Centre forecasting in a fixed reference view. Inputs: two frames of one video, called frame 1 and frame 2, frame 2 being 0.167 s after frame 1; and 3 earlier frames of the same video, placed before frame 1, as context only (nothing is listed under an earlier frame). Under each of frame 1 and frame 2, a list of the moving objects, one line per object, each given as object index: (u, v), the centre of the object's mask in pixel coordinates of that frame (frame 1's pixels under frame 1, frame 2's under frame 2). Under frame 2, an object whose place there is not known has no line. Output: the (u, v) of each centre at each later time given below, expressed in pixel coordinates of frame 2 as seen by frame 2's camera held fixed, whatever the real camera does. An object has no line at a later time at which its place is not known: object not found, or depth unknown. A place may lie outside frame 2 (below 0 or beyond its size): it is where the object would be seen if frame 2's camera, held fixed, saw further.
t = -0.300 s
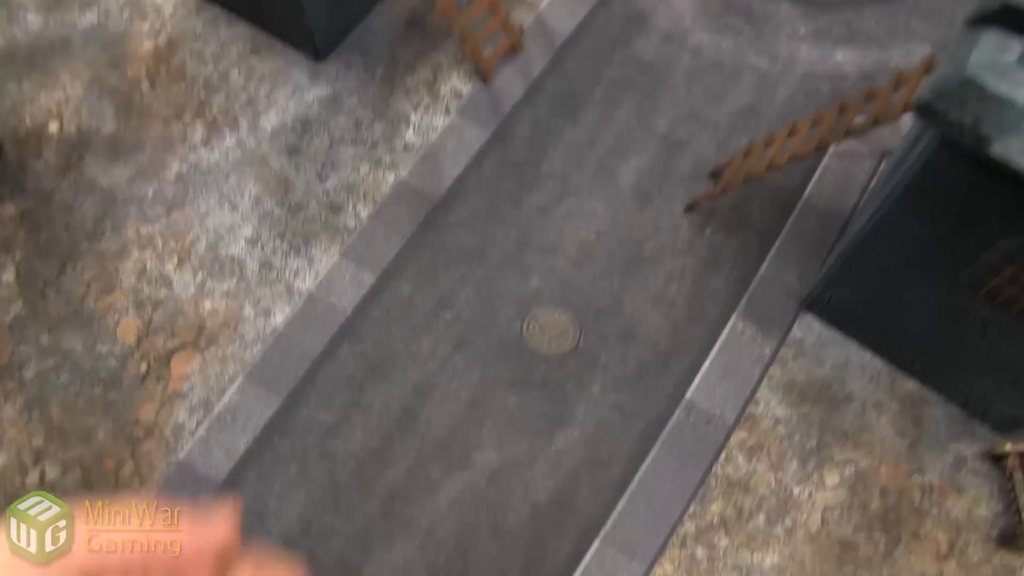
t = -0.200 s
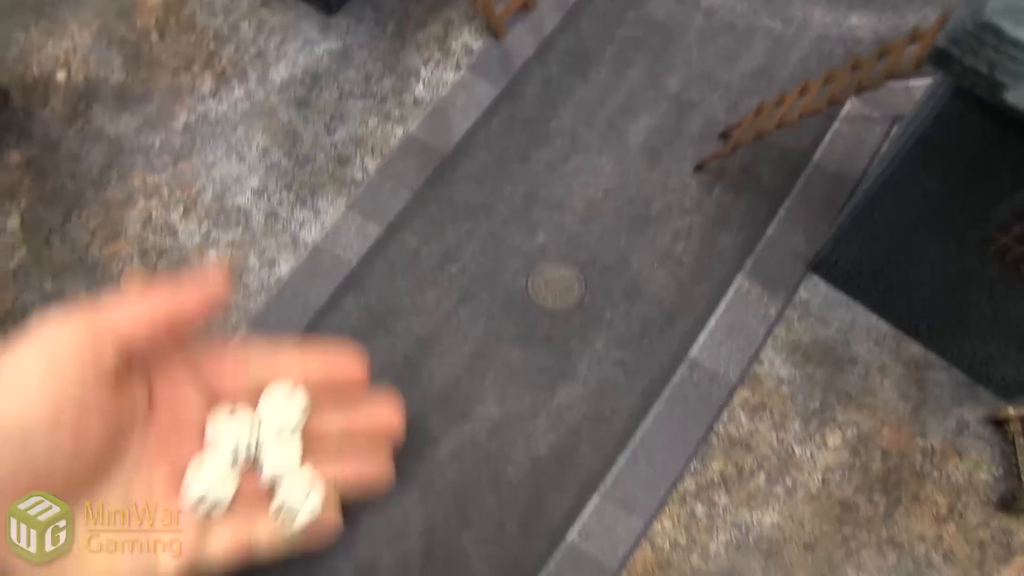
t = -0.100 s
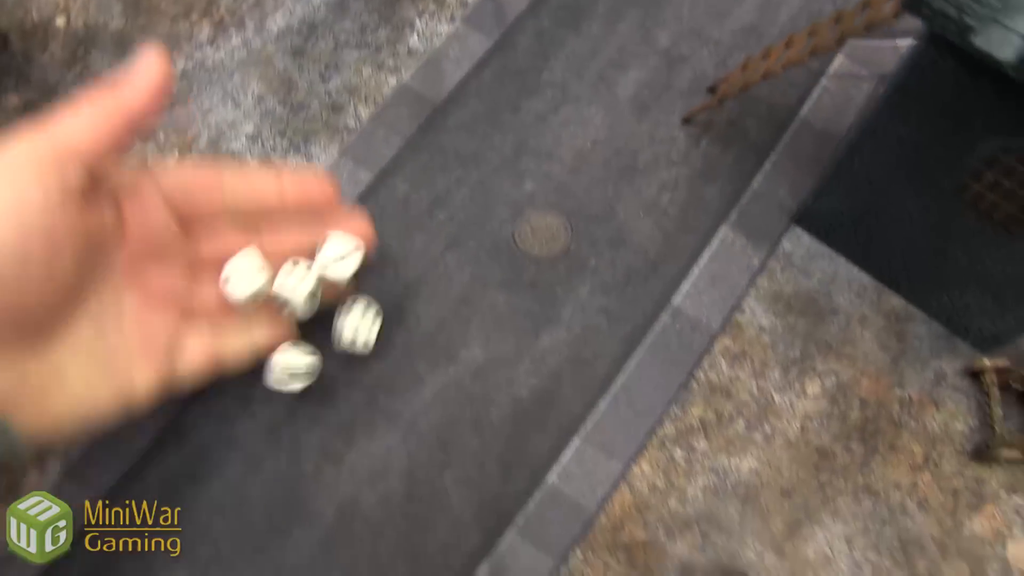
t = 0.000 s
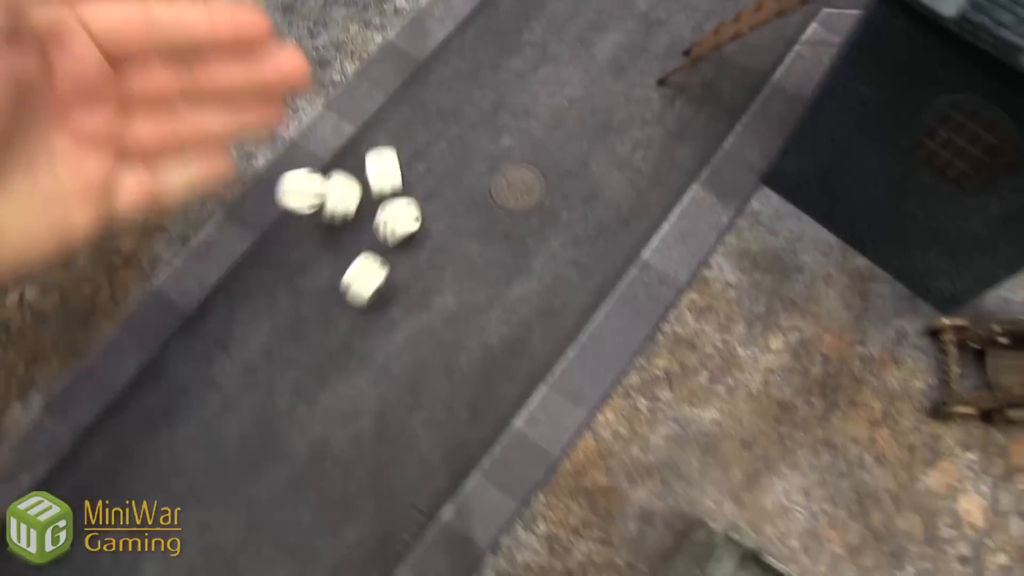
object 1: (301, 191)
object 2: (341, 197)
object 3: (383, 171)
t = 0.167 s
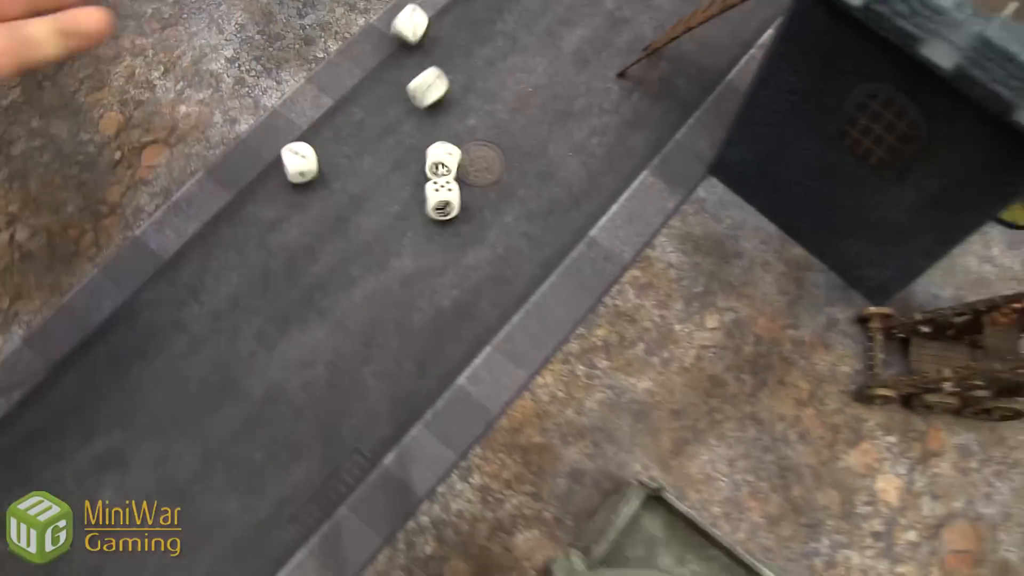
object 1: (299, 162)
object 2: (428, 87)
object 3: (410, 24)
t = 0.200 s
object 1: (296, 161)
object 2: (442, 69)
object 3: (416, 12)
